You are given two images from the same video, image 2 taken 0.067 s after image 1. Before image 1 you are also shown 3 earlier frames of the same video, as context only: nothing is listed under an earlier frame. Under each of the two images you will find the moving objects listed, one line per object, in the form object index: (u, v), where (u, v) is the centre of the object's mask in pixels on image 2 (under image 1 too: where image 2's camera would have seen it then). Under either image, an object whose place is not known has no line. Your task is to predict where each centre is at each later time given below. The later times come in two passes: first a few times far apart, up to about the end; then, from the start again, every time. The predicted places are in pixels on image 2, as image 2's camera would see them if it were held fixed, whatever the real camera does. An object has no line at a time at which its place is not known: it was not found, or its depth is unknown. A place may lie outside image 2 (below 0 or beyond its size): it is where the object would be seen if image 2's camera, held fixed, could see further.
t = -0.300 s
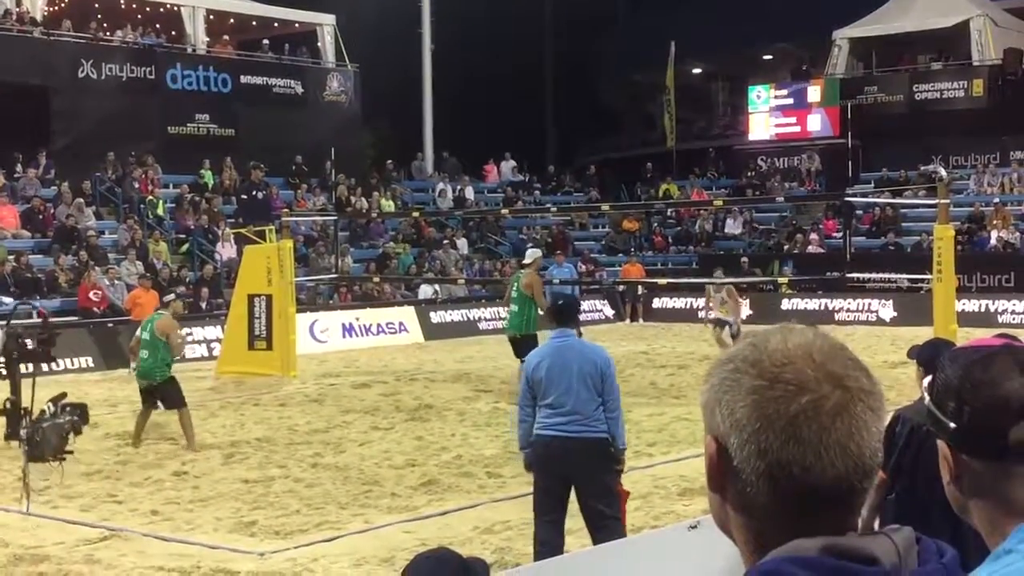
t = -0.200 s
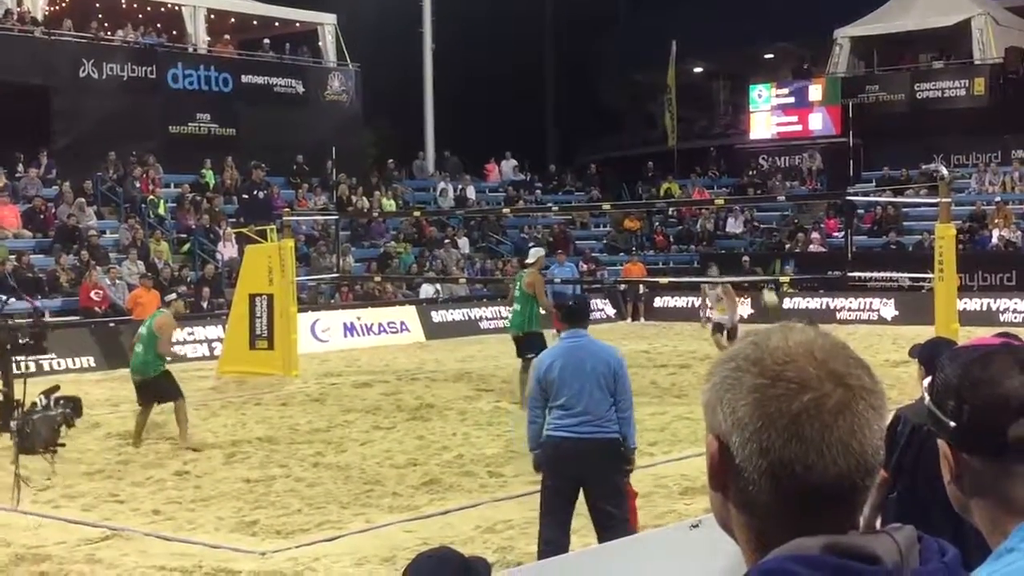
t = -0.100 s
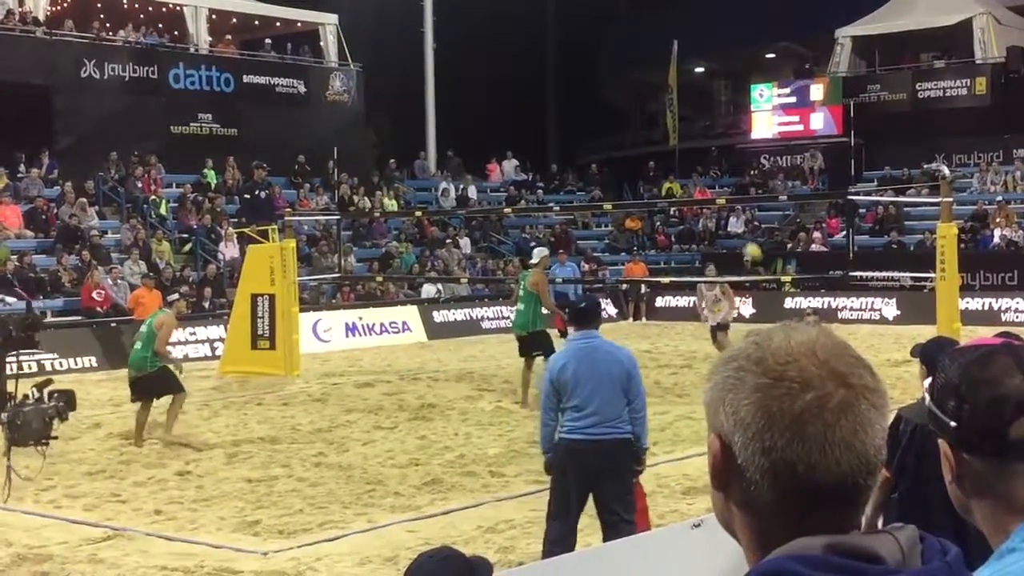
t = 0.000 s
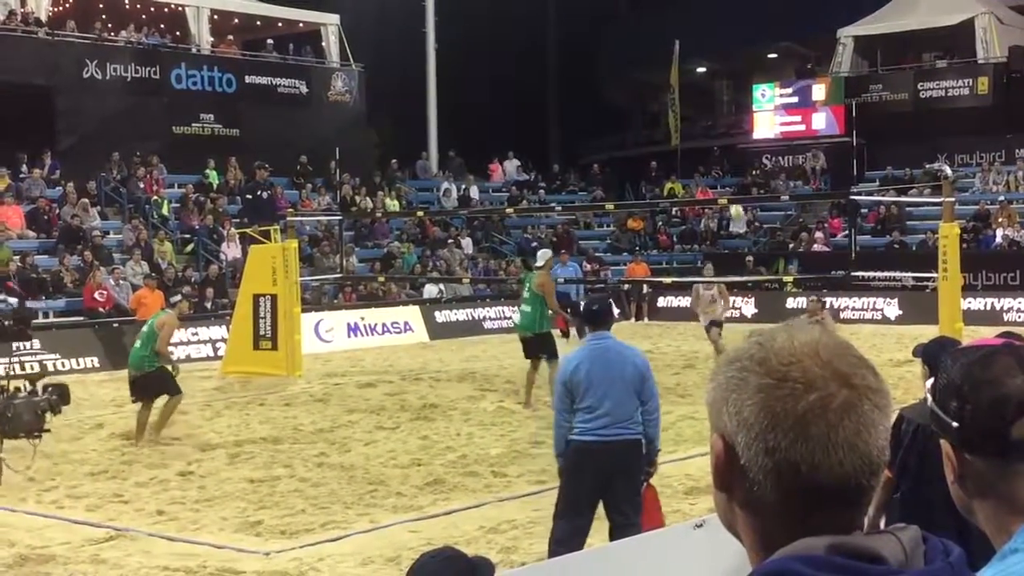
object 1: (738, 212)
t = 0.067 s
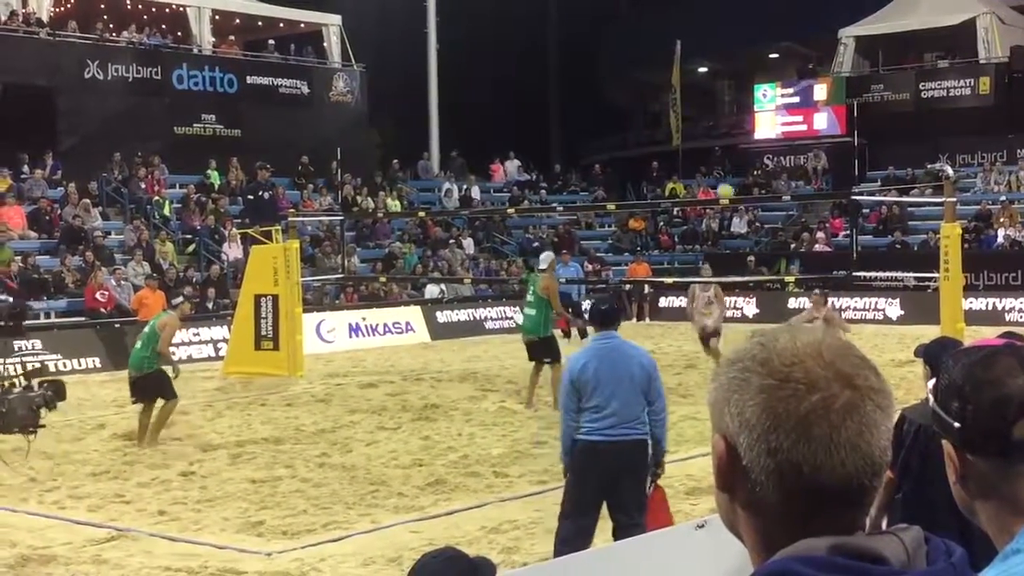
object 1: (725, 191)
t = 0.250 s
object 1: (694, 151)
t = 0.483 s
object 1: (656, 135)
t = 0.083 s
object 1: (723, 188)
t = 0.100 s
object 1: (720, 182)
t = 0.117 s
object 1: (717, 178)
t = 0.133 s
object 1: (714, 175)
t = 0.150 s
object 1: (711, 171)
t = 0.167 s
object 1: (708, 167)
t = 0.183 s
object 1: (705, 163)
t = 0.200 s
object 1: (702, 159)
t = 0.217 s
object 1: (699, 156)
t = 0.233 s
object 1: (697, 153)
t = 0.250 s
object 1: (694, 151)
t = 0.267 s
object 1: (691, 148)
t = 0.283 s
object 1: (689, 146)
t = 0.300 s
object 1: (686, 144)
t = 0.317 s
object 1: (683, 142)
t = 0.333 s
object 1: (681, 141)
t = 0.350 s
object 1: (678, 139)
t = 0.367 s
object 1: (675, 138)
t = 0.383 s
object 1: (672, 137)
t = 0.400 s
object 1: (669, 136)
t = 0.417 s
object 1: (666, 134)
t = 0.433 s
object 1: (664, 135)
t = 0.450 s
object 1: (661, 135)
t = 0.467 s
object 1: (659, 135)
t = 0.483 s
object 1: (656, 135)
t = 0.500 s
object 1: (653, 135)
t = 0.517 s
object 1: (651, 136)
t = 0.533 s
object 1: (648, 137)
